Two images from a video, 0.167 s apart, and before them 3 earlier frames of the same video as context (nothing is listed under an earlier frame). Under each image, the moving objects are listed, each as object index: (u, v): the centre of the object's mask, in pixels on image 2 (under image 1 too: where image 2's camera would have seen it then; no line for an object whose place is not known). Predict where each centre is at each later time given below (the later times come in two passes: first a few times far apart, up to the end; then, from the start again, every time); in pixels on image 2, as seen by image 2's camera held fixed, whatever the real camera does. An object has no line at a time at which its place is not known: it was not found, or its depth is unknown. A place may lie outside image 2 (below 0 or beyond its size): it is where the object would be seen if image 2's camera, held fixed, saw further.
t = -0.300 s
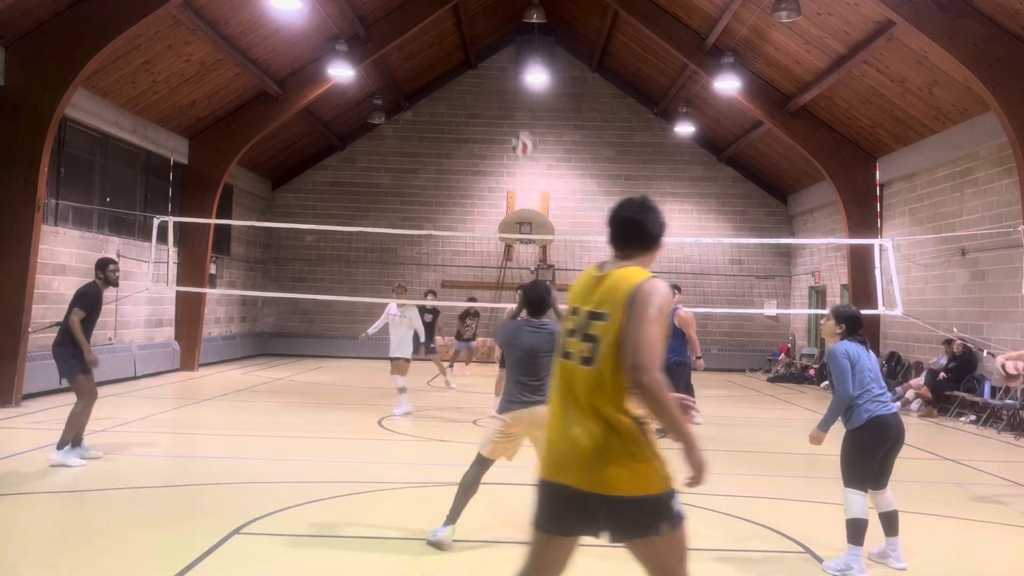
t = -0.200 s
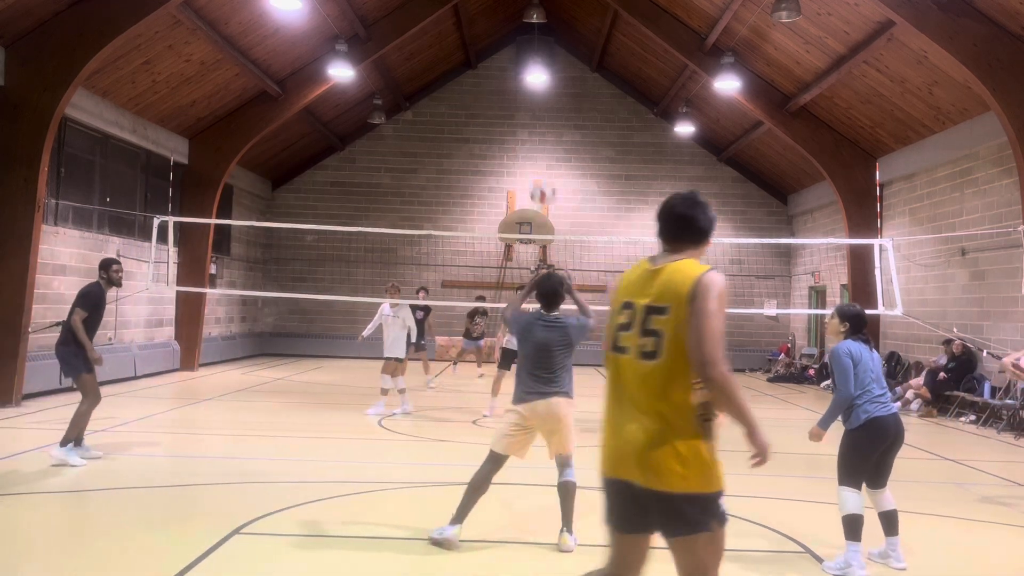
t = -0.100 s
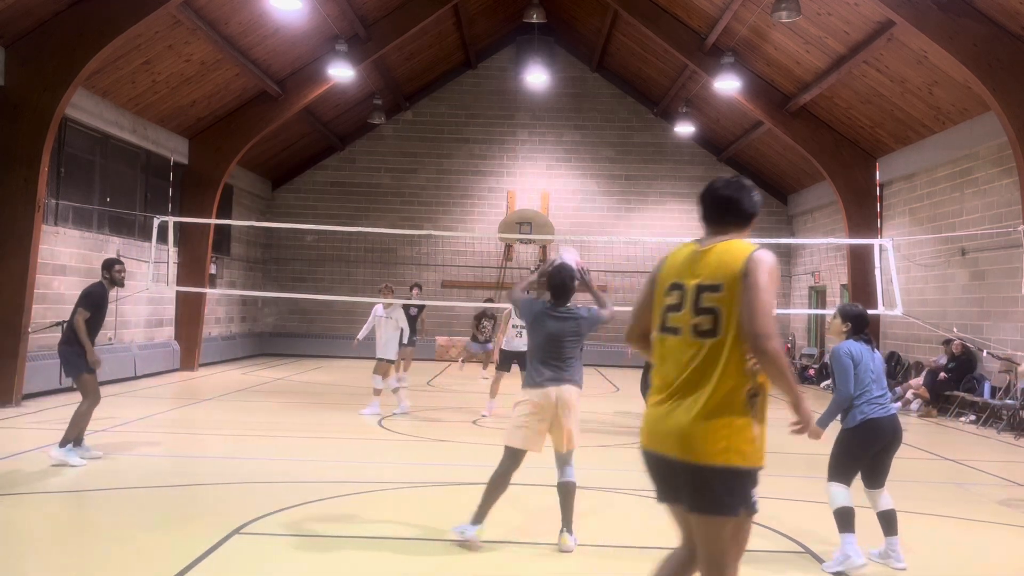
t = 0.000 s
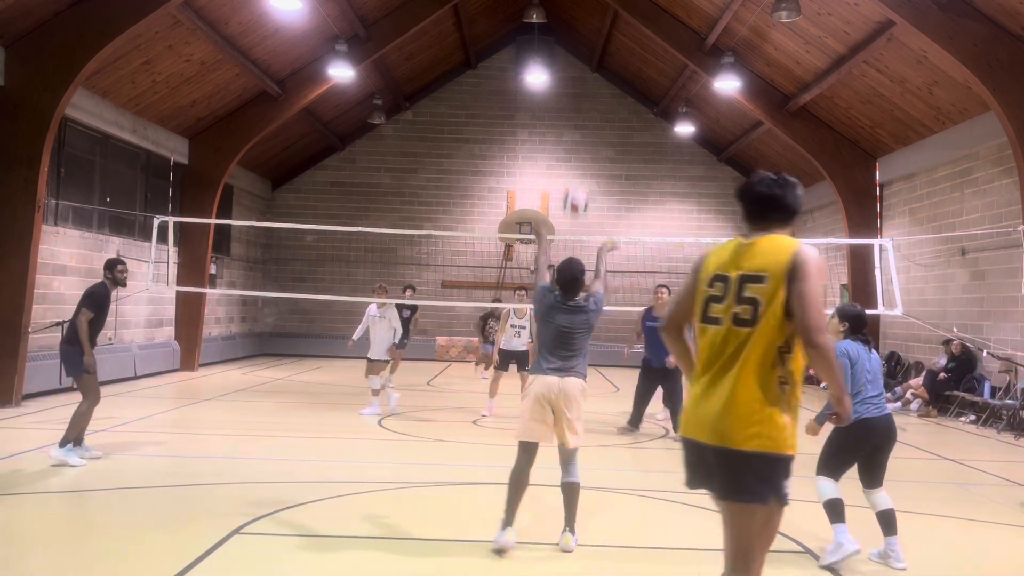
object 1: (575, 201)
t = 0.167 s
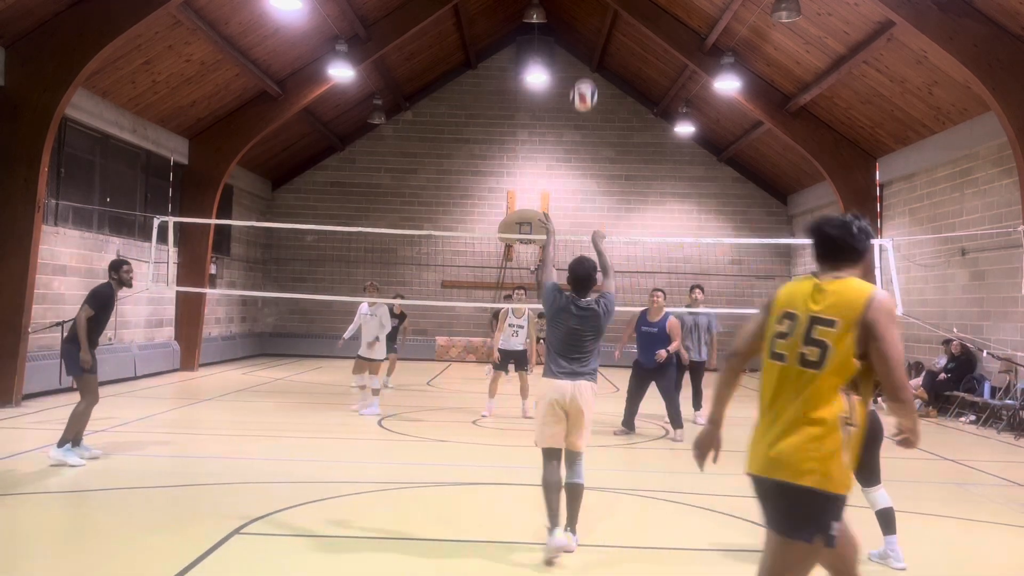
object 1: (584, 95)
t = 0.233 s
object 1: (586, 68)
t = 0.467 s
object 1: (592, 25)
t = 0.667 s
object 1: (595, 37)
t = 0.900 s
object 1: (597, 97)
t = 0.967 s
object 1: (597, 120)
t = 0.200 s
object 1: (585, 81)
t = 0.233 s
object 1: (586, 68)
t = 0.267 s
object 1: (587, 57)
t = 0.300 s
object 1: (588, 48)
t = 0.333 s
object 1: (589, 41)
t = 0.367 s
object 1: (589, 35)
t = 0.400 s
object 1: (590, 30)
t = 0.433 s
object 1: (591, 27)
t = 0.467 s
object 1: (592, 25)
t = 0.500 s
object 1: (592, 24)
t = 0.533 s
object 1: (593, 24)
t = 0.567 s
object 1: (594, 26)
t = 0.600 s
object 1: (594, 28)
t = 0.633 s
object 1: (594, 32)
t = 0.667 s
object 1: (595, 37)
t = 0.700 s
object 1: (595, 43)
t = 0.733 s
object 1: (595, 50)
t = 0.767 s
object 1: (596, 58)
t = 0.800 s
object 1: (596, 66)
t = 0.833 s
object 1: (596, 75)
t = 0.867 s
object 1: (596, 86)
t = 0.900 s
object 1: (597, 97)
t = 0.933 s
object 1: (596, 108)
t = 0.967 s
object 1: (597, 120)
